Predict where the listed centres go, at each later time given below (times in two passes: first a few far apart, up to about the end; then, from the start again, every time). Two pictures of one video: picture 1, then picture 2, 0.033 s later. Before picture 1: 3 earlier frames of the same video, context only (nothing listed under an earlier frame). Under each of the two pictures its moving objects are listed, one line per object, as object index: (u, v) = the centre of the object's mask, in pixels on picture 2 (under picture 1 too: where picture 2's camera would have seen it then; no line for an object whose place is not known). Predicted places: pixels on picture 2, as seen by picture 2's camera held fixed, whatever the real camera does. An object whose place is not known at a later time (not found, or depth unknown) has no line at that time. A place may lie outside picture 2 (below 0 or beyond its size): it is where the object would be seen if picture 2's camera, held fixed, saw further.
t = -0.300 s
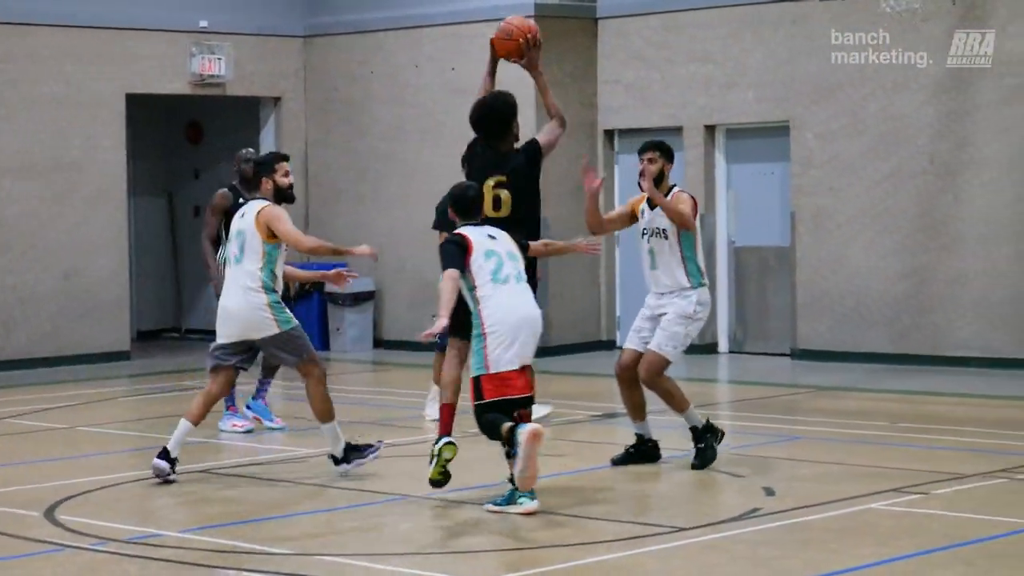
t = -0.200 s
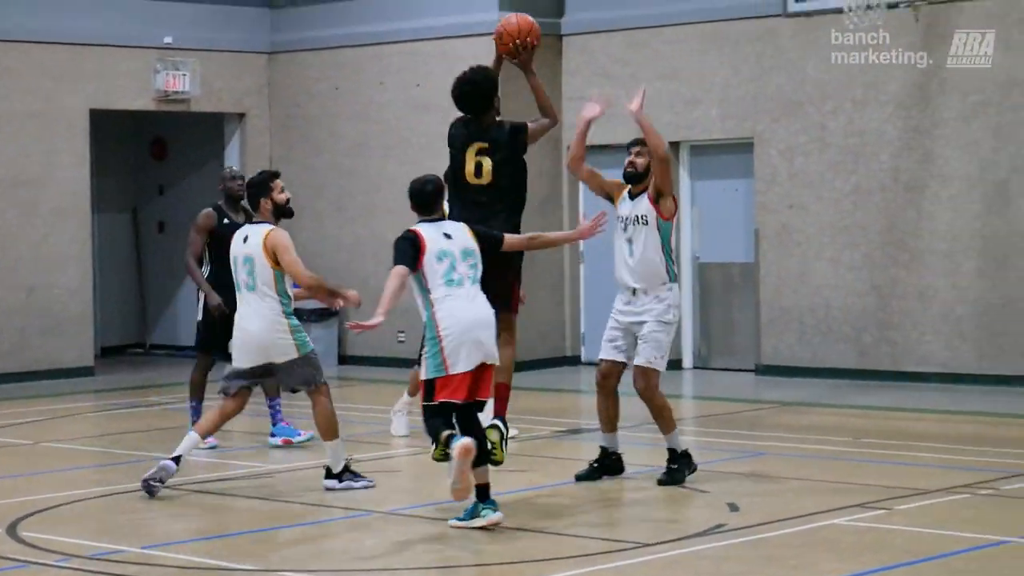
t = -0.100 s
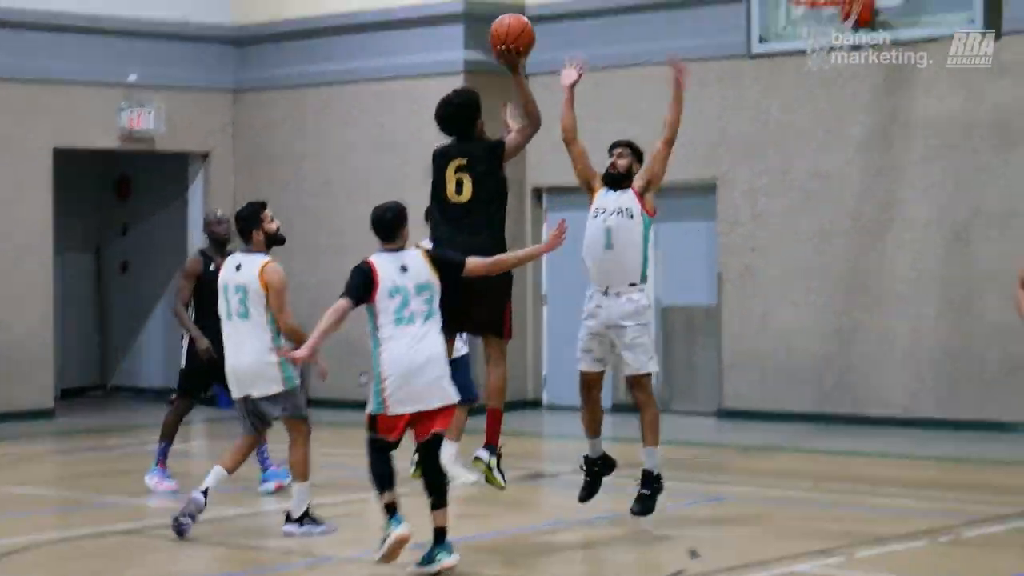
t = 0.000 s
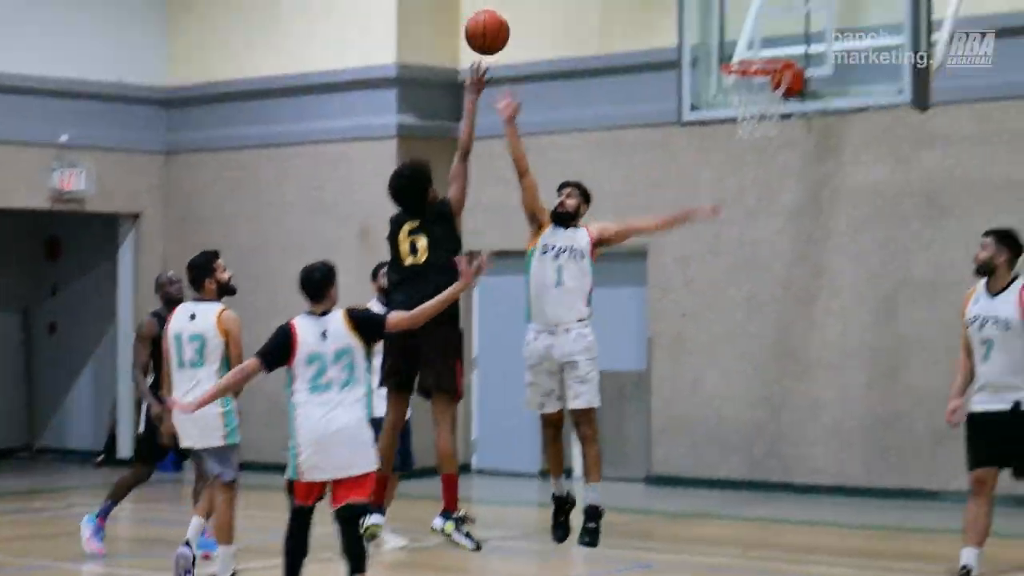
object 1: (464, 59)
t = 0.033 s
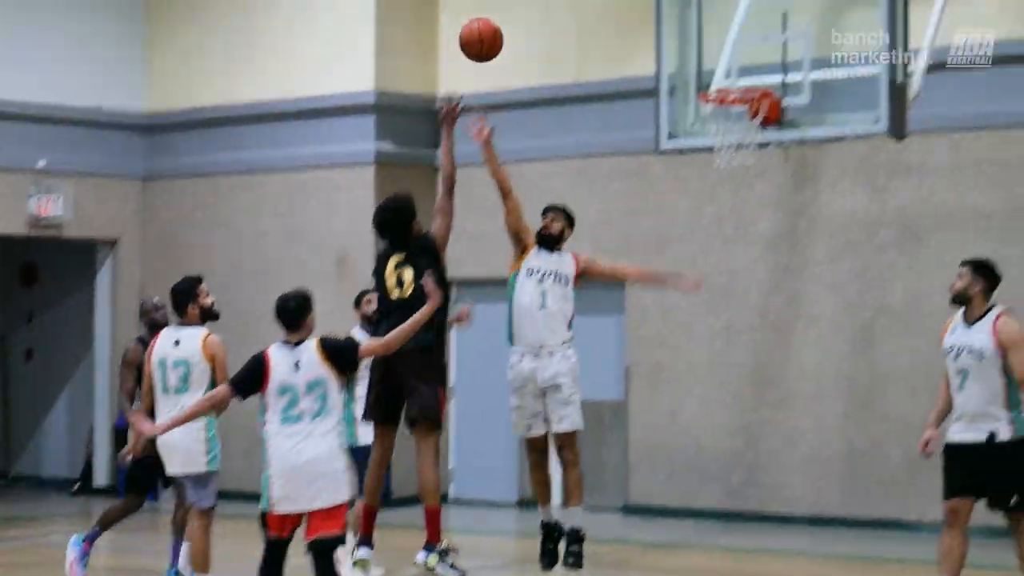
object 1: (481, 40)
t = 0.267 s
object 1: (580, -28)
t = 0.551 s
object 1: (685, 13)
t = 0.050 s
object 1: (488, 31)
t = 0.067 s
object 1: (496, 22)
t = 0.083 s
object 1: (503, 15)
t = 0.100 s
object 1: (511, 8)
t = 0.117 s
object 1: (518, 2)
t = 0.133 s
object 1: (525, -4)
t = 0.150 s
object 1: (532, -9)
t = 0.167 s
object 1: (539, -13)
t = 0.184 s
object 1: (546, -17)
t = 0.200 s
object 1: (553, -20)
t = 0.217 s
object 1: (560, -23)
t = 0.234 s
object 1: (567, -25)
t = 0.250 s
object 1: (573, -27)
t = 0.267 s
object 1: (580, -28)
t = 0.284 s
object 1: (586, -29)
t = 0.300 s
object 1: (593, -30)
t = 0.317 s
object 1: (599, -30)
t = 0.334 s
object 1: (605, -30)
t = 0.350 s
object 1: (611, -29)
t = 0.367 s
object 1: (618, -28)
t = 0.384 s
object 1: (624, -26)
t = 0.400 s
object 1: (630, -23)
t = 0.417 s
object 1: (636, -21)
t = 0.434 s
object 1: (643, -19)
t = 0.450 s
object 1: (649, -16)
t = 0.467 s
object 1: (655, -12)
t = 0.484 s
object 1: (661, -8)
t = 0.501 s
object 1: (667, -3)
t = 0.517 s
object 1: (673, 2)
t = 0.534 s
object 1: (679, 8)
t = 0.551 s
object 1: (685, 13)
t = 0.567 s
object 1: (691, 19)
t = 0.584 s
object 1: (697, 26)
